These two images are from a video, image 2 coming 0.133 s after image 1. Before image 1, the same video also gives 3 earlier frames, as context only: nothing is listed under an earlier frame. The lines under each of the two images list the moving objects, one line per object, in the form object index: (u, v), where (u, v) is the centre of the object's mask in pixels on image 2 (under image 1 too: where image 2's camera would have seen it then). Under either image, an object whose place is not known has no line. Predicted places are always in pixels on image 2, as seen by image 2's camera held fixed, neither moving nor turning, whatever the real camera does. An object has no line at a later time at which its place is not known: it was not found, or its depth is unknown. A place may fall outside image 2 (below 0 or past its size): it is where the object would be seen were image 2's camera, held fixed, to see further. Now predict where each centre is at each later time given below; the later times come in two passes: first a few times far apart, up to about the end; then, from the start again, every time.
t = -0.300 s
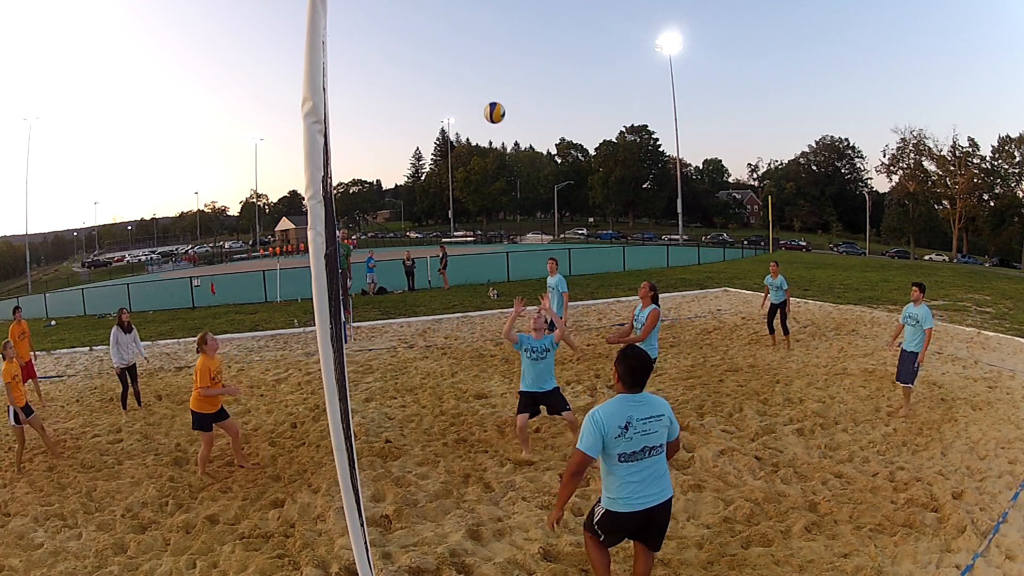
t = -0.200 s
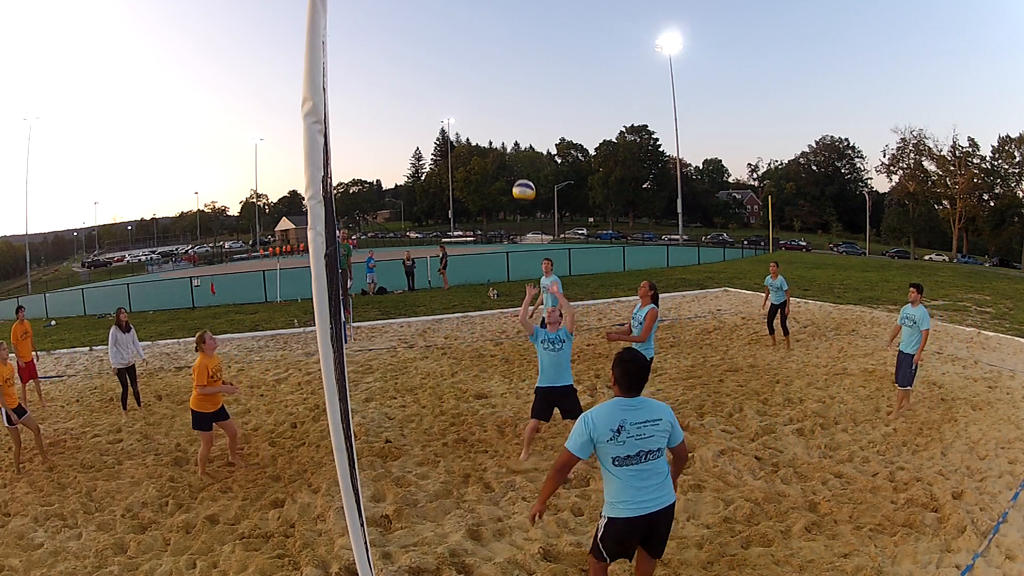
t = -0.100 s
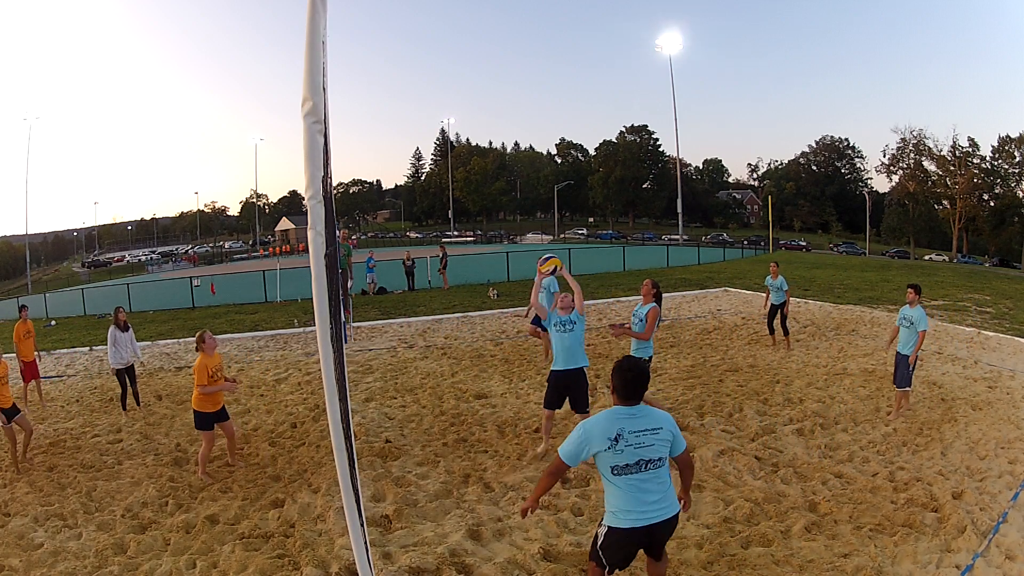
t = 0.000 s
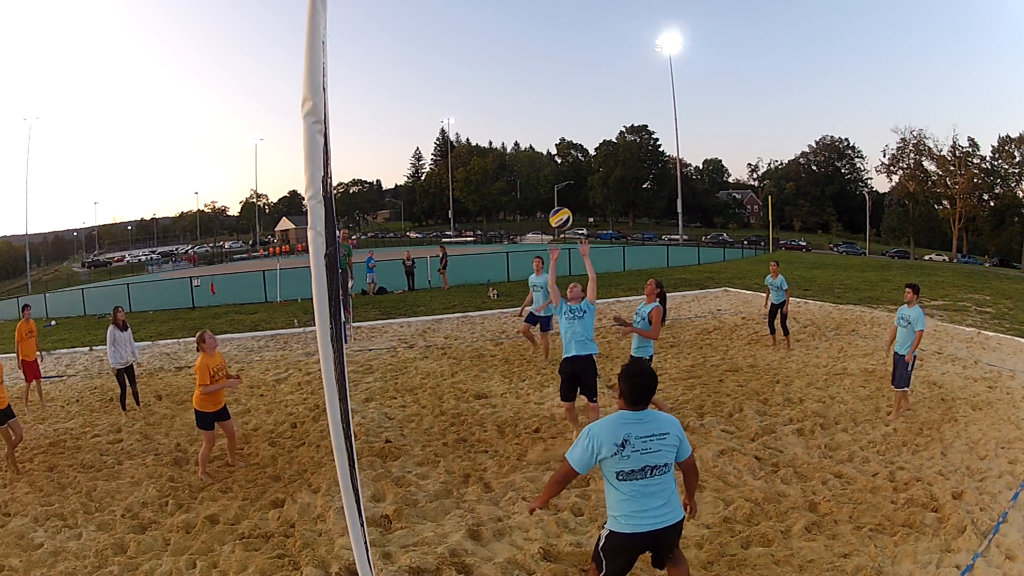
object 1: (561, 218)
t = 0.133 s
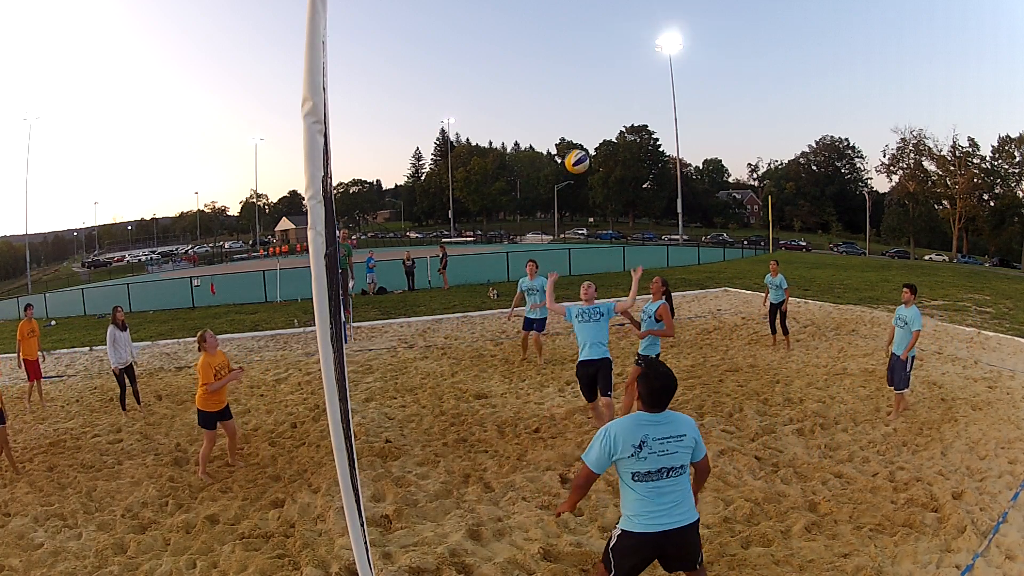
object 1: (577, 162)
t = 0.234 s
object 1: (590, 128)
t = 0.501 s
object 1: (638, 84)
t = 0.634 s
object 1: (671, 95)
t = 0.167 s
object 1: (581, 149)
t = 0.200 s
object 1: (586, 138)
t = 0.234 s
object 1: (590, 128)
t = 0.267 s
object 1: (595, 119)
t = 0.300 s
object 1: (601, 110)
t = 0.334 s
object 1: (606, 103)
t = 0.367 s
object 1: (612, 97)
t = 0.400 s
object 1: (618, 92)
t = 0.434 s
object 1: (624, 88)
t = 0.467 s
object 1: (631, 86)
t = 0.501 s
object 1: (638, 84)
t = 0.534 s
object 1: (646, 85)
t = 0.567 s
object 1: (653, 87)
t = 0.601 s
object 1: (662, 90)
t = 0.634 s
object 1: (671, 95)
